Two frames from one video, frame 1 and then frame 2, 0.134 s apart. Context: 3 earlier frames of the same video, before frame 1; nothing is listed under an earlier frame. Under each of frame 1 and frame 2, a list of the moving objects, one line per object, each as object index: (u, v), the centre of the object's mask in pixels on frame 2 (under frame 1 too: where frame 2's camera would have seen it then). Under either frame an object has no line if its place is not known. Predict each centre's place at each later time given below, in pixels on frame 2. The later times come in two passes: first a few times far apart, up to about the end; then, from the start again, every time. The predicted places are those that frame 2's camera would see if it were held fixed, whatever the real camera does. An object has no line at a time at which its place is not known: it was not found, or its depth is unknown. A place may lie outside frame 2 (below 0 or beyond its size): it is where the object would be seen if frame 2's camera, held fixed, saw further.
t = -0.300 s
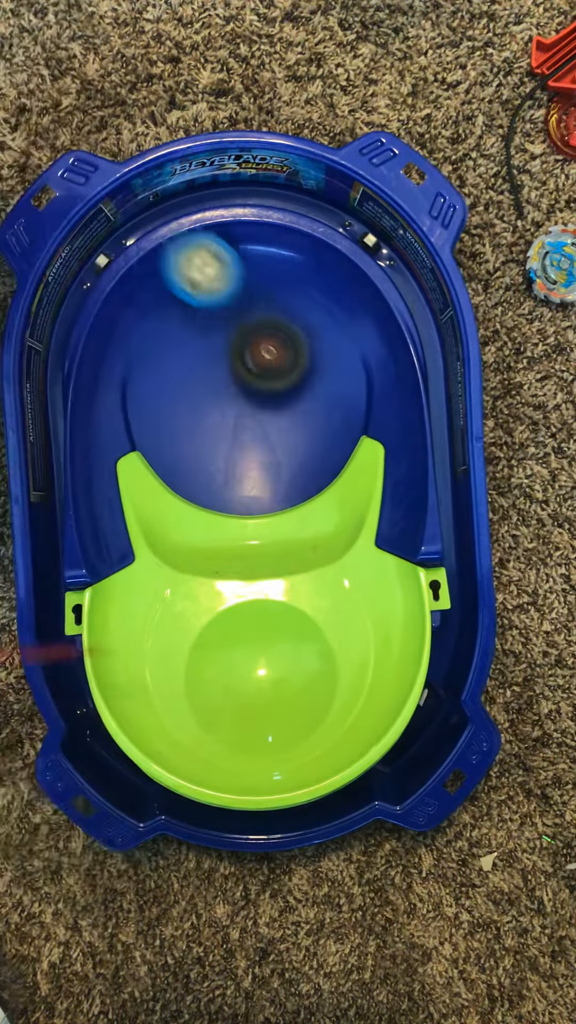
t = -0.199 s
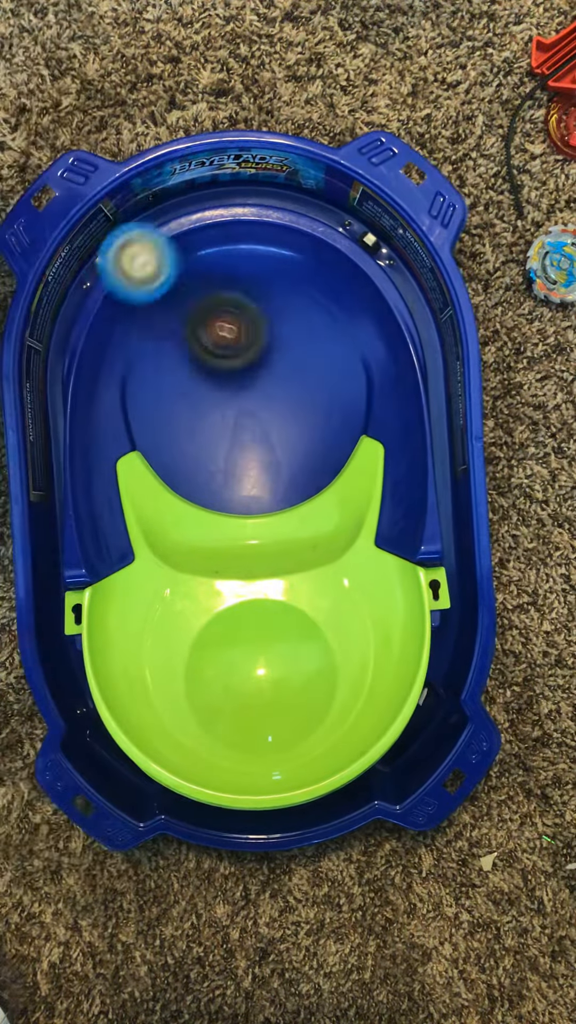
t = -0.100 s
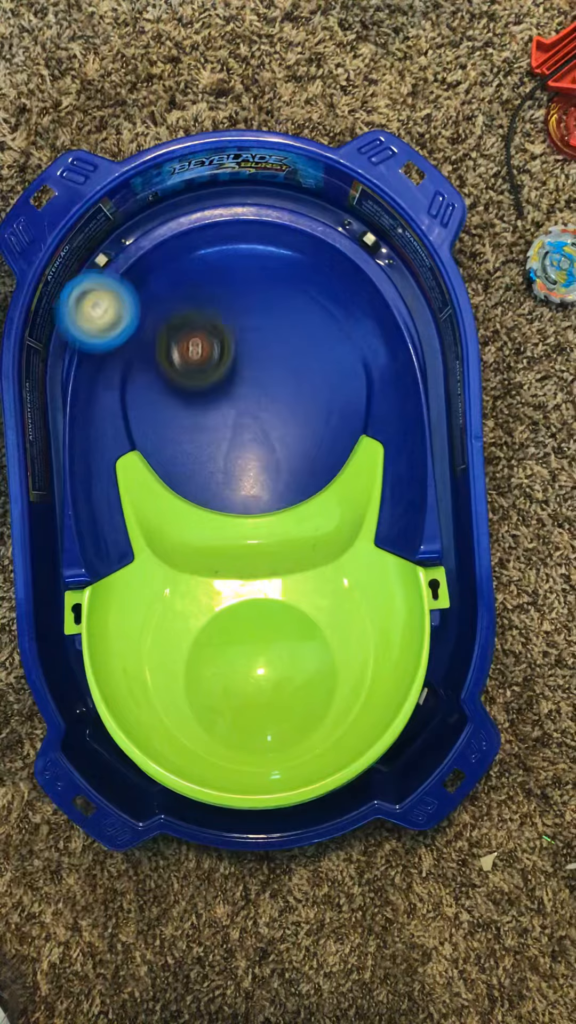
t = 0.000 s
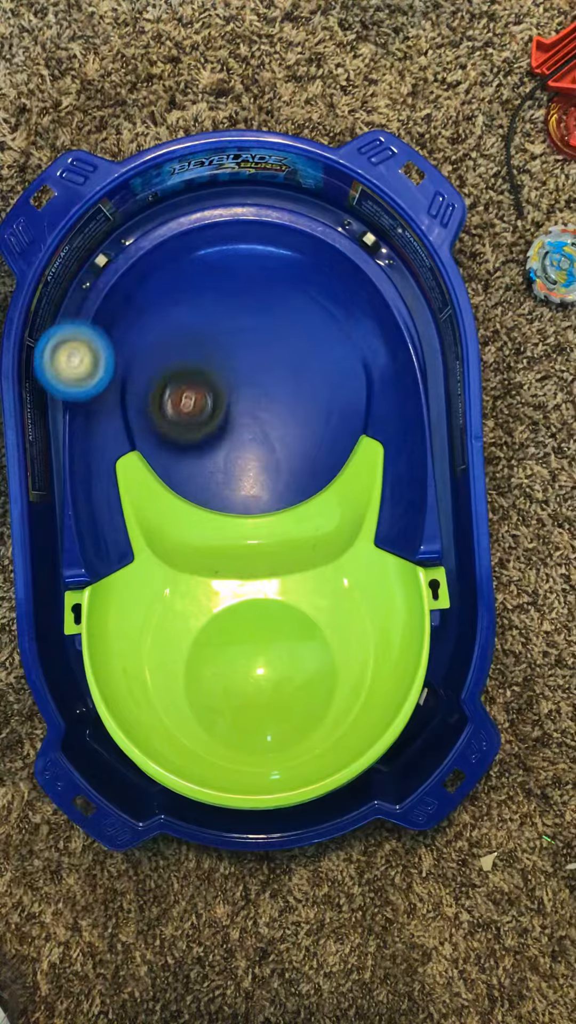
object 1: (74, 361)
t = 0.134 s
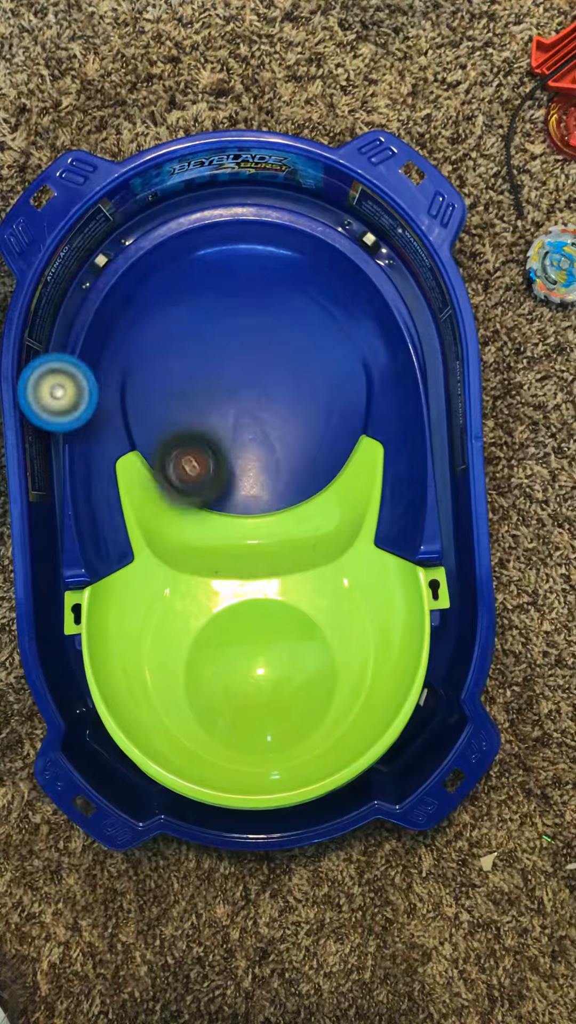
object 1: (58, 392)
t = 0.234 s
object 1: (66, 386)
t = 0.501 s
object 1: (245, 371)
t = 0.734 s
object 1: (216, 361)
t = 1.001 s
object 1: (203, 471)
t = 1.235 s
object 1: (331, 449)
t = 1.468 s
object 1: (245, 246)
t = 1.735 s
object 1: (88, 476)
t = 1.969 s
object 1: (341, 582)
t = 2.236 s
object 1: (327, 447)
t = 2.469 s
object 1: (186, 339)
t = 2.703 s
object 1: (185, 383)
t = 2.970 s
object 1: (251, 403)
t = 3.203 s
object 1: (346, 421)
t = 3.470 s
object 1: (322, 331)
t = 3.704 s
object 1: (219, 387)
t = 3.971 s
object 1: (315, 437)
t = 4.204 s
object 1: (333, 399)
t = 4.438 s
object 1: (295, 383)
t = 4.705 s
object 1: (274, 374)
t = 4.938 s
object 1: (313, 372)
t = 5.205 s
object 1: (334, 372)
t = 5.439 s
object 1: (251, 433)
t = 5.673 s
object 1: (185, 465)
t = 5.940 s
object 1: (200, 407)
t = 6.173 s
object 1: (213, 357)
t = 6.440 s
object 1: (217, 313)
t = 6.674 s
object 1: (219, 355)
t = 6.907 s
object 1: (262, 367)
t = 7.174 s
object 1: (261, 357)
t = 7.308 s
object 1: (264, 363)
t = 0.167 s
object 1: (59, 393)
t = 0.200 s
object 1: (62, 391)
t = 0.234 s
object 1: (66, 386)
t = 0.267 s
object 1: (73, 379)
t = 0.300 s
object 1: (86, 373)
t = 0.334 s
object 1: (105, 370)
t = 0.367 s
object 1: (133, 369)
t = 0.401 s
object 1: (164, 371)
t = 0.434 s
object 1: (197, 373)
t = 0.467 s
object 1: (228, 374)
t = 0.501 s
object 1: (245, 371)
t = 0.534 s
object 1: (244, 362)
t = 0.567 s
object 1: (243, 353)
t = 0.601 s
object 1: (244, 346)
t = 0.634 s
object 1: (246, 340)
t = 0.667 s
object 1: (247, 336)
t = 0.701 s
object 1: (235, 344)
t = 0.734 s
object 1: (216, 361)
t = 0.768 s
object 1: (199, 377)
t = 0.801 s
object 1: (186, 393)
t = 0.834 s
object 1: (177, 409)
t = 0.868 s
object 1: (172, 424)
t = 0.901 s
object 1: (174, 438)
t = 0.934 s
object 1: (179, 450)
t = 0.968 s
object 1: (189, 461)
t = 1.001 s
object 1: (203, 471)
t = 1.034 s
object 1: (221, 478)
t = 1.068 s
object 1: (241, 481)
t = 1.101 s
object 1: (260, 482)
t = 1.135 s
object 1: (281, 479)
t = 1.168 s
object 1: (299, 473)
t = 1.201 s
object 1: (316, 463)
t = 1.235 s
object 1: (331, 449)
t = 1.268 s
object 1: (343, 428)
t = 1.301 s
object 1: (358, 381)
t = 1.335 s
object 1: (358, 338)
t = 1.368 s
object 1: (349, 297)
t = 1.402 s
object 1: (326, 265)
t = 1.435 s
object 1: (290, 246)
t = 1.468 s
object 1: (245, 246)
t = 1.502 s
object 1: (189, 237)
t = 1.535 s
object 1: (126, 242)
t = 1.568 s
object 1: (90, 271)
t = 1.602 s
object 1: (73, 313)
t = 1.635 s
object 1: (62, 356)
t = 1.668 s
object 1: (64, 399)
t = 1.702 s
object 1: (73, 439)
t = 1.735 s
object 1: (88, 476)
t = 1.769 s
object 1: (112, 509)
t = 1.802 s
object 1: (142, 536)
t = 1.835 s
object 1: (178, 555)
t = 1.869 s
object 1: (215, 567)
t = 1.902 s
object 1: (256, 576)
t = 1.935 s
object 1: (302, 581)
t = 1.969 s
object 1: (341, 582)
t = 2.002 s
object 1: (378, 576)
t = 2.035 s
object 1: (386, 567)
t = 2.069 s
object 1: (388, 556)
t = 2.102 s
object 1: (389, 546)
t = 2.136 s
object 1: (386, 535)
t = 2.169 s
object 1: (368, 512)
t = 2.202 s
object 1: (346, 477)
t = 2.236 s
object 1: (327, 447)
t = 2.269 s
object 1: (307, 413)
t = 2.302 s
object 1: (284, 377)
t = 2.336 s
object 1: (262, 341)
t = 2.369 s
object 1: (243, 327)
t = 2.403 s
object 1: (221, 329)
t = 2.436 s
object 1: (202, 332)
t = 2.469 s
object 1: (186, 339)
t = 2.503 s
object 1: (176, 346)
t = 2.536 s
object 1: (170, 355)
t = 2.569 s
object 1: (169, 363)
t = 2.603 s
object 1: (171, 370)
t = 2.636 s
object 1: (174, 375)
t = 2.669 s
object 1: (179, 380)
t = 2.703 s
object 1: (185, 383)
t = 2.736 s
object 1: (191, 386)
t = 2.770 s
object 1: (198, 387)
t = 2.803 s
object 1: (205, 388)
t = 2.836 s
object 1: (210, 389)
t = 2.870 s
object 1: (215, 390)
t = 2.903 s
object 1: (220, 391)
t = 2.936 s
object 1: (227, 393)
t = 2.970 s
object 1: (251, 403)
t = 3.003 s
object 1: (272, 412)
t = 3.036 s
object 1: (292, 420)
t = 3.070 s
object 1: (308, 424)
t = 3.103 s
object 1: (321, 425)
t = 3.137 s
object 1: (331, 425)
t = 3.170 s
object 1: (339, 424)
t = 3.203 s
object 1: (346, 421)
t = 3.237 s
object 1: (363, 409)
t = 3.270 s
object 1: (373, 397)
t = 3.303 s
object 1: (381, 381)
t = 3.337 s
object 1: (380, 364)
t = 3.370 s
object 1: (373, 352)
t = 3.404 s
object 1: (361, 341)
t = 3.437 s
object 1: (343, 332)
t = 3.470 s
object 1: (322, 331)
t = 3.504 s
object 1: (299, 328)
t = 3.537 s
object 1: (277, 329)
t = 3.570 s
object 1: (254, 336)
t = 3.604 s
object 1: (237, 345)
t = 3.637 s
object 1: (227, 356)
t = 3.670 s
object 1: (223, 372)
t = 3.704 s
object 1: (219, 387)
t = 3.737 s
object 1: (213, 402)
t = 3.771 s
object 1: (221, 415)
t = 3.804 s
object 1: (235, 425)
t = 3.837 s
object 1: (252, 433)
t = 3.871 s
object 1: (262, 438)
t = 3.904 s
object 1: (270, 442)
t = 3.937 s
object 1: (293, 441)
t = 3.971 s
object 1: (315, 437)
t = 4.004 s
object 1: (330, 432)
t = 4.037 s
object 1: (342, 424)
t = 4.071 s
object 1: (346, 419)
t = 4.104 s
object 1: (347, 412)
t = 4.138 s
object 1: (344, 408)
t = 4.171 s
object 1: (339, 402)
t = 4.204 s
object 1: (333, 399)
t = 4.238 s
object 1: (324, 394)
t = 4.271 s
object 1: (315, 391)
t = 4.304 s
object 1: (305, 387)
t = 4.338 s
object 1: (305, 386)
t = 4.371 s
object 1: (301, 385)
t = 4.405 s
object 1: (299, 383)
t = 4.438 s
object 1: (295, 383)
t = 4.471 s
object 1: (292, 380)
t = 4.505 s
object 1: (289, 380)
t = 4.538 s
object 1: (286, 378)
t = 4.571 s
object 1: (284, 378)
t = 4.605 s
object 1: (280, 377)
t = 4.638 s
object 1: (278, 376)
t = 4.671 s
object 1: (275, 376)
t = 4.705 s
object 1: (274, 374)
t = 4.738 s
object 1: (271, 374)
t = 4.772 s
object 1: (270, 372)
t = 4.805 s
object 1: (269, 372)
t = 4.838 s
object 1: (282, 373)
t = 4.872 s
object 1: (296, 372)
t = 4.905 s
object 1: (305, 372)
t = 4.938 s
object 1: (313, 372)
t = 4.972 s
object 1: (317, 369)
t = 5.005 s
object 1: (329, 370)
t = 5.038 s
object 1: (340, 369)
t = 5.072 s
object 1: (349, 367)
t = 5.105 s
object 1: (353, 368)
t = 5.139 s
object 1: (350, 367)
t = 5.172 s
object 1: (343, 369)
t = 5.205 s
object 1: (334, 372)
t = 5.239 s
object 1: (321, 374)
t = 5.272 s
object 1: (309, 380)
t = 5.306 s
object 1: (296, 385)
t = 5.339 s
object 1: (285, 393)
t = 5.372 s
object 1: (273, 400)
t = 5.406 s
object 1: (263, 417)
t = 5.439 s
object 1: (251, 433)
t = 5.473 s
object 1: (241, 443)
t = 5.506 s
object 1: (231, 450)
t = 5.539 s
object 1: (221, 455)
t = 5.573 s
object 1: (212, 458)
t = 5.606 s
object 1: (202, 460)
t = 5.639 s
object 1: (193, 466)
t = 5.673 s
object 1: (185, 465)
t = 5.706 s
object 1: (183, 462)
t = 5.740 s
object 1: (180, 458)
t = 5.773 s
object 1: (178, 450)
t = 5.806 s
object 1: (179, 442)
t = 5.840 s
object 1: (183, 433)
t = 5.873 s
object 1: (187, 424)
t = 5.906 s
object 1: (194, 415)
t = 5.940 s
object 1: (200, 407)
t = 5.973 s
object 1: (208, 400)
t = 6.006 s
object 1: (209, 393)
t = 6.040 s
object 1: (206, 386)
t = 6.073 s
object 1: (204, 379)
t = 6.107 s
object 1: (205, 371)
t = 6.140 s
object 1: (209, 363)
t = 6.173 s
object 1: (213, 357)
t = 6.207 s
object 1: (215, 350)
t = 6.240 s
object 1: (216, 341)
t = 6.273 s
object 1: (217, 331)
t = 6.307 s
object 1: (216, 322)
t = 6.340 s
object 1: (216, 316)
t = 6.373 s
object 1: (216, 313)
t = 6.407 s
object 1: (216, 312)
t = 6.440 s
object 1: (217, 313)
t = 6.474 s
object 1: (218, 318)
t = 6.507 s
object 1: (218, 325)
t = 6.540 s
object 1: (217, 333)
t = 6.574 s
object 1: (216, 339)
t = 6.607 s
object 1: (215, 344)
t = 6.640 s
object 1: (216, 350)
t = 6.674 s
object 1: (219, 355)
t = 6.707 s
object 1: (224, 360)
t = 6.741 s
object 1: (229, 366)
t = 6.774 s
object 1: (233, 369)
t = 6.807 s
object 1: (241, 370)
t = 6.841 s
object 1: (250, 371)
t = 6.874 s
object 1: (258, 369)
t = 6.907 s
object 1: (262, 367)
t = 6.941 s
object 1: (263, 364)
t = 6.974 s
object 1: (263, 361)
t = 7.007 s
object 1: (262, 358)
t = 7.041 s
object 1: (260, 357)
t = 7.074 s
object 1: (259, 356)
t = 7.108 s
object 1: (259, 356)
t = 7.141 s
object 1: (259, 356)
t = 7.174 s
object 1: (261, 357)
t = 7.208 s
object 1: (262, 358)
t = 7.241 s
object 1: (263, 360)
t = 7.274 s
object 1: (263, 361)
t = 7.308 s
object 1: (264, 363)
